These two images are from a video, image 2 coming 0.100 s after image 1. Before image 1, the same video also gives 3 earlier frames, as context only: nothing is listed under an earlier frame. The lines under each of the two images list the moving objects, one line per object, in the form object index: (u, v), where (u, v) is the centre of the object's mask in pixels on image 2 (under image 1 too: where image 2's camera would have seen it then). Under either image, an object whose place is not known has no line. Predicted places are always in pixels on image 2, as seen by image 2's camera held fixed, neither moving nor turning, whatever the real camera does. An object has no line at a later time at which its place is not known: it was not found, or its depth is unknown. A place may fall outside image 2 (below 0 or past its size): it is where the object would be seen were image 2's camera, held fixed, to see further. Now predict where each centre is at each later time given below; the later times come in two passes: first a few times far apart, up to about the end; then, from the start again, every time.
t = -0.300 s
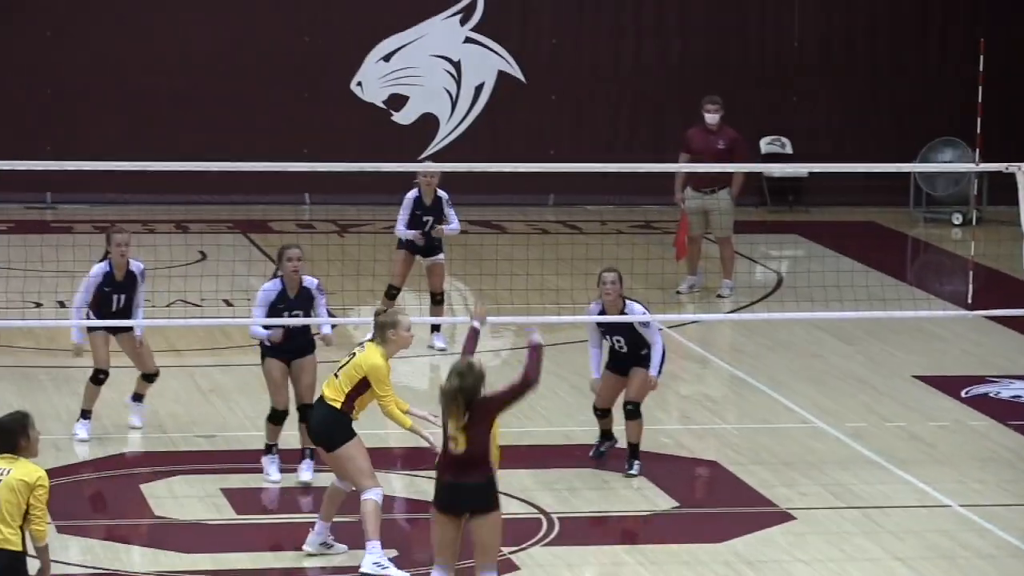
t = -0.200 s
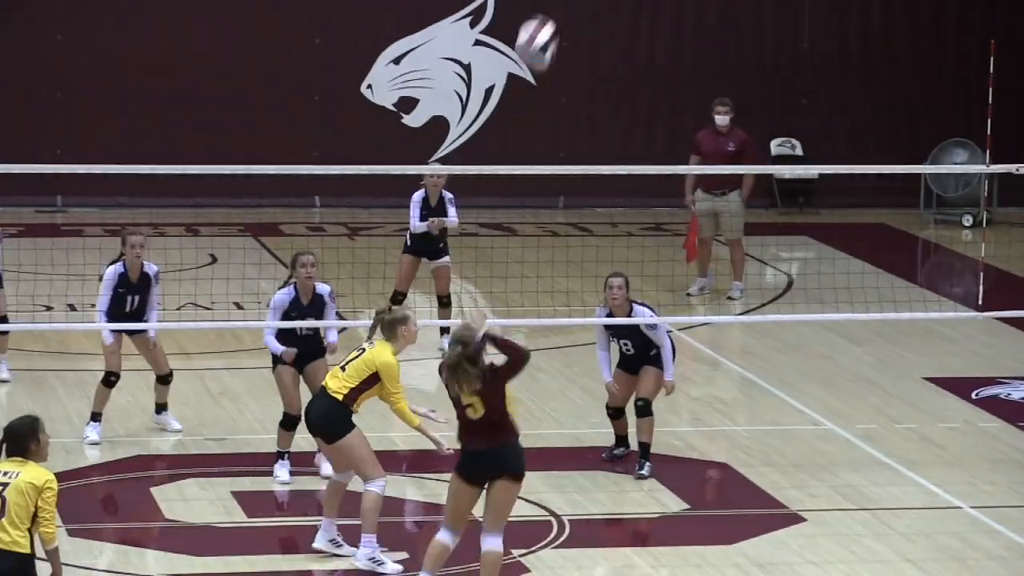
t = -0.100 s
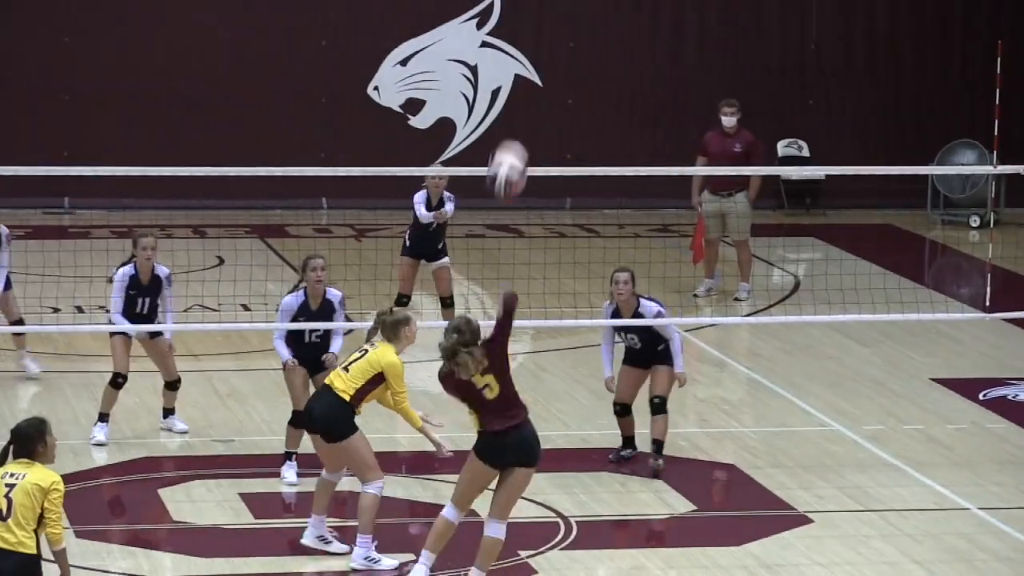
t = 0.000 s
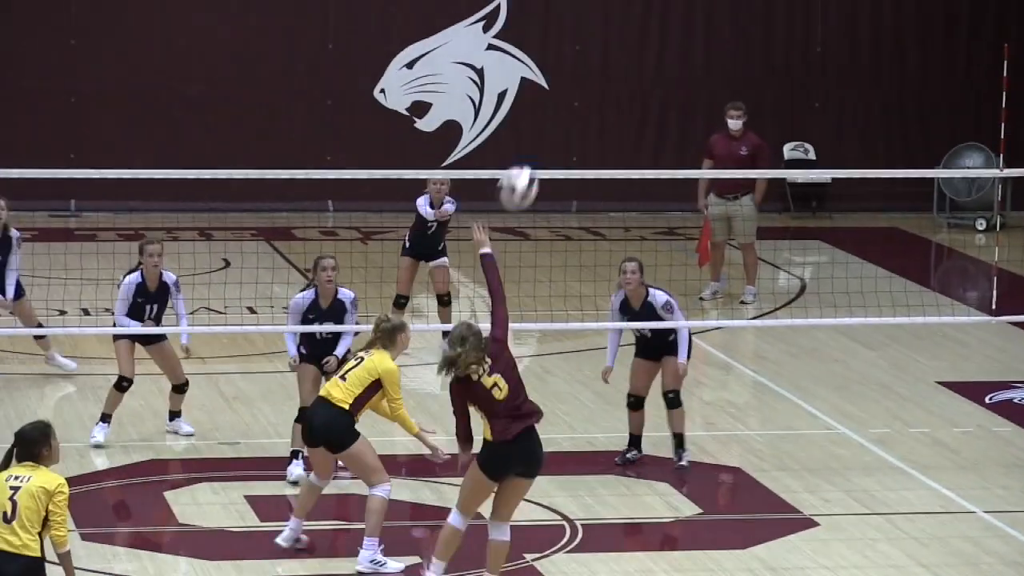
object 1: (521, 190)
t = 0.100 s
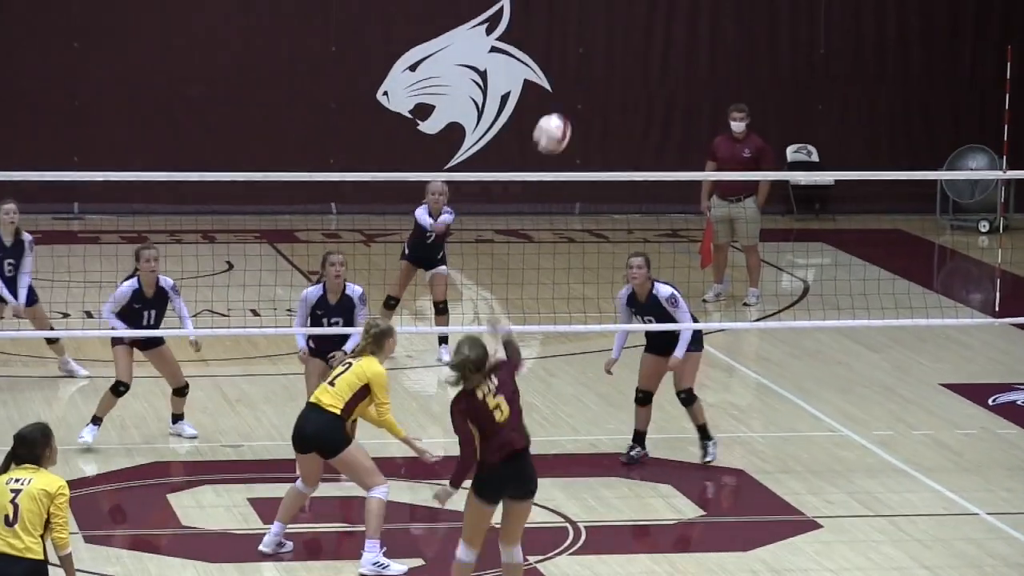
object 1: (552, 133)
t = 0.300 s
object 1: (604, 92)
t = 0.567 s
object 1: (653, 145)
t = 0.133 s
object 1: (561, 121)
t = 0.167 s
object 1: (571, 110)
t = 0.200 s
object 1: (580, 102)
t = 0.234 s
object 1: (588, 97)
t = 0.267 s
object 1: (596, 93)
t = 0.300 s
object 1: (604, 92)
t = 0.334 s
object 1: (611, 93)
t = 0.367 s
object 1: (618, 96)
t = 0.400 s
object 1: (625, 100)
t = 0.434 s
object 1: (632, 106)
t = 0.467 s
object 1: (637, 114)
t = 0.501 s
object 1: (642, 123)
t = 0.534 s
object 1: (648, 133)
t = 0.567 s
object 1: (653, 145)
